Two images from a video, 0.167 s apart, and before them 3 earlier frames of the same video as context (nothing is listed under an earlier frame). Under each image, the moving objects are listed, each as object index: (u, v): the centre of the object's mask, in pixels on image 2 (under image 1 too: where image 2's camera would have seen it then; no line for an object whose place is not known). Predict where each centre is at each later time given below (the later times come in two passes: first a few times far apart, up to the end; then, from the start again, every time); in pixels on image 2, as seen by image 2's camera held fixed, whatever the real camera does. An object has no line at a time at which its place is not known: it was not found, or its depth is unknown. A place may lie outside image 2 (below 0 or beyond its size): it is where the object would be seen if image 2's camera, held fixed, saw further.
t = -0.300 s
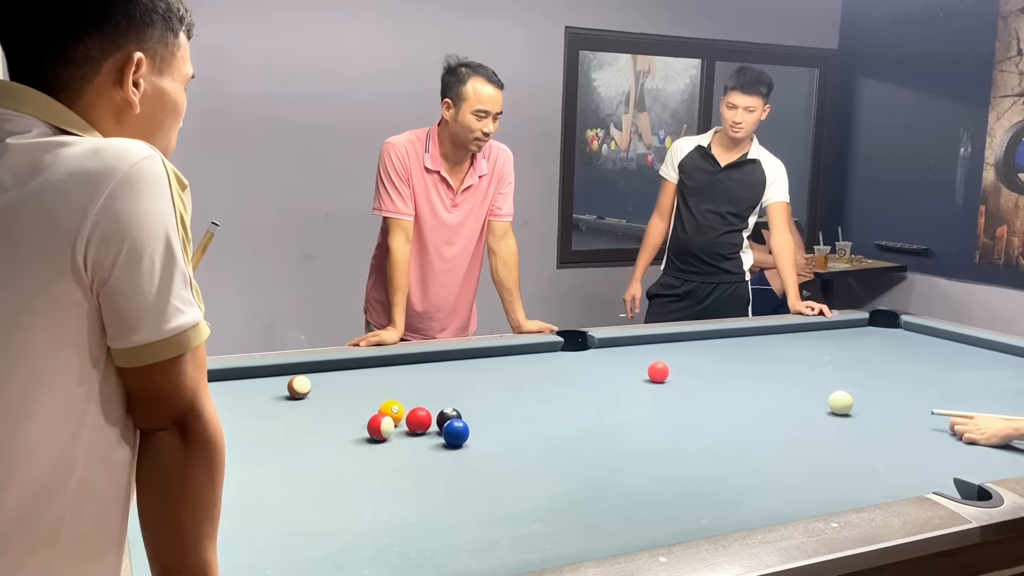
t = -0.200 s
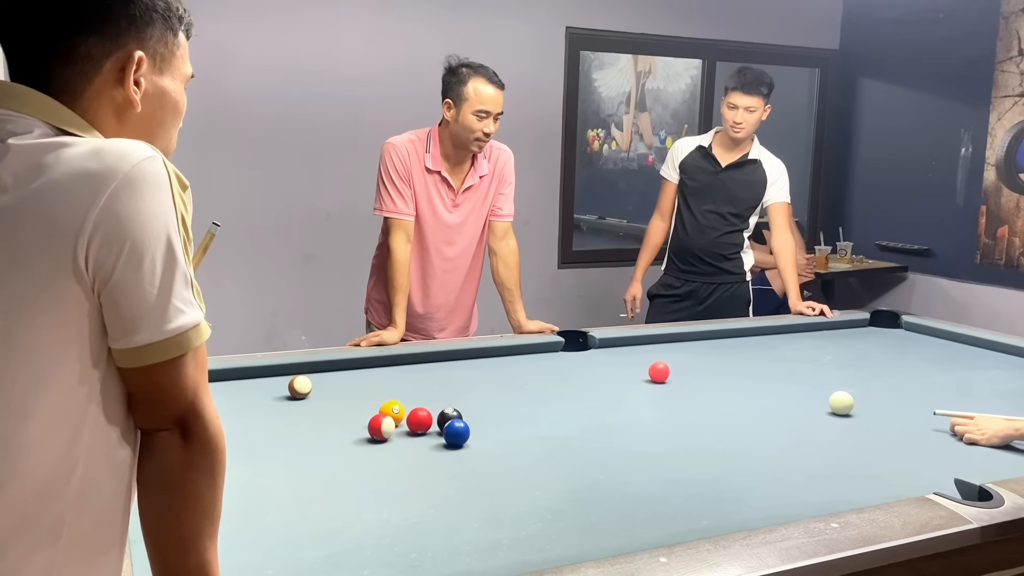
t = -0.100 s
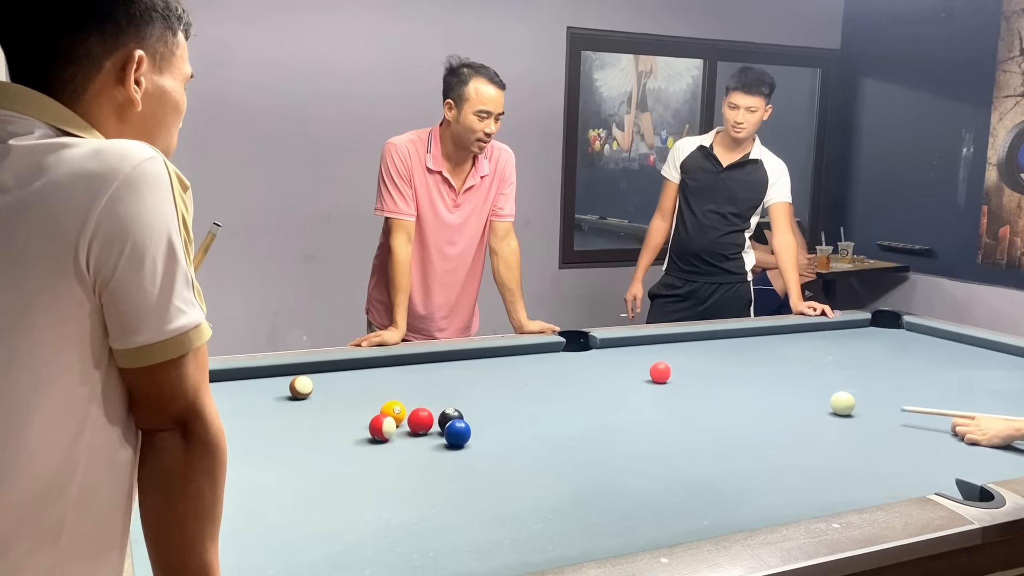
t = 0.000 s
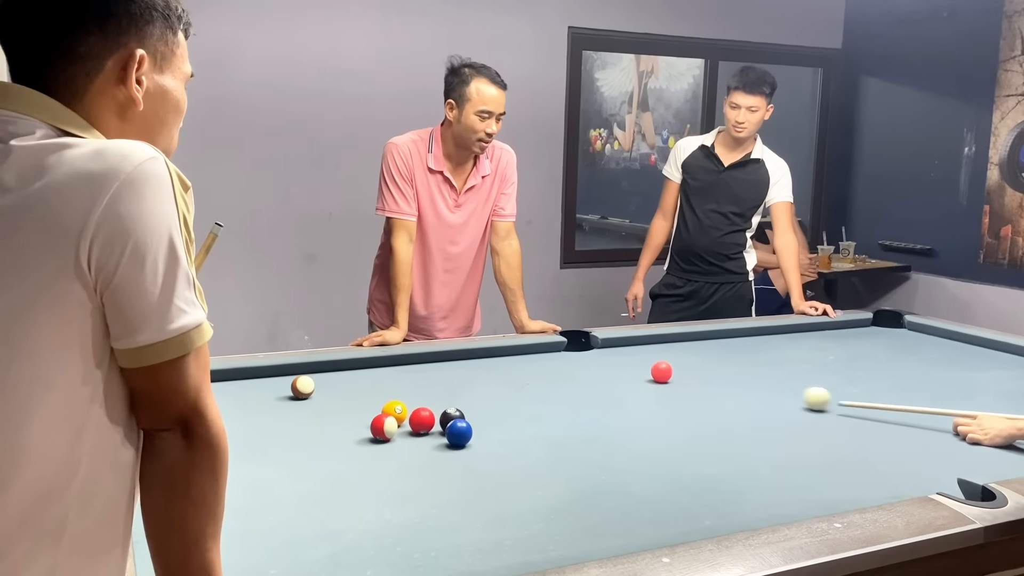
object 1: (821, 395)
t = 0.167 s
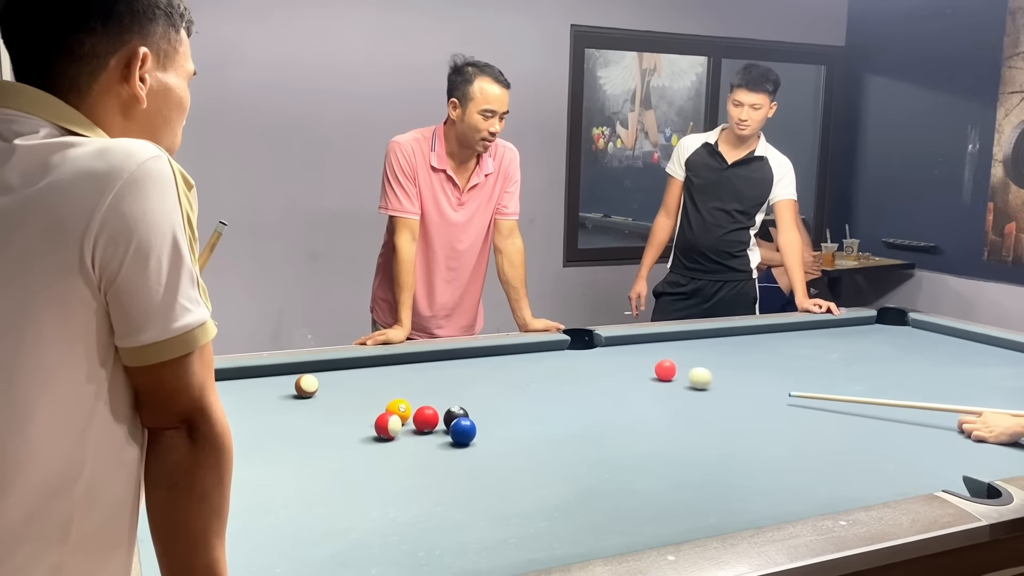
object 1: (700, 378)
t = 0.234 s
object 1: (669, 375)
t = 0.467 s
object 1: (586, 376)
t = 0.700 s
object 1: (503, 376)
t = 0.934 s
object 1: (422, 376)
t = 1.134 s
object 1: (351, 377)
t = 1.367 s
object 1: (272, 377)
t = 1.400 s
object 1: (260, 377)
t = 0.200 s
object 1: (680, 375)
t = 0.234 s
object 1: (669, 375)
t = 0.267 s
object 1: (658, 376)
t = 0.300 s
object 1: (647, 376)
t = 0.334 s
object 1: (634, 376)
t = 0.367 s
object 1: (623, 376)
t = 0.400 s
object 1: (611, 376)
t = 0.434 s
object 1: (599, 376)
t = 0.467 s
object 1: (586, 376)
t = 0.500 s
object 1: (575, 376)
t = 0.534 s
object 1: (563, 376)
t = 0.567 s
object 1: (551, 376)
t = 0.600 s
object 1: (539, 376)
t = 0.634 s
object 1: (527, 376)
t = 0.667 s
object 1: (515, 376)
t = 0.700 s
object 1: (503, 376)
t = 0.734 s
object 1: (492, 376)
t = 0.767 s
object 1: (480, 376)
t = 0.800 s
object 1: (468, 376)
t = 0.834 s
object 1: (456, 376)
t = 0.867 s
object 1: (445, 376)
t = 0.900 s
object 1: (433, 376)
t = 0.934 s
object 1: (422, 376)
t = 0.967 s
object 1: (410, 376)
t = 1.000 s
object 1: (398, 376)
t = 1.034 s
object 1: (386, 376)
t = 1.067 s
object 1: (375, 376)
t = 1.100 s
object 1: (363, 377)
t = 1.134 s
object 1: (351, 377)
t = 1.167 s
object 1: (340, 376)
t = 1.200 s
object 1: (329, 377)
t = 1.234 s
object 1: (320, 374)
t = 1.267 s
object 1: (303, 372)
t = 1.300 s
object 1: (292, 376)
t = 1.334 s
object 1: (283, 377)
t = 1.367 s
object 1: (272, 377)
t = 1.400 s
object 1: (260, 377)
